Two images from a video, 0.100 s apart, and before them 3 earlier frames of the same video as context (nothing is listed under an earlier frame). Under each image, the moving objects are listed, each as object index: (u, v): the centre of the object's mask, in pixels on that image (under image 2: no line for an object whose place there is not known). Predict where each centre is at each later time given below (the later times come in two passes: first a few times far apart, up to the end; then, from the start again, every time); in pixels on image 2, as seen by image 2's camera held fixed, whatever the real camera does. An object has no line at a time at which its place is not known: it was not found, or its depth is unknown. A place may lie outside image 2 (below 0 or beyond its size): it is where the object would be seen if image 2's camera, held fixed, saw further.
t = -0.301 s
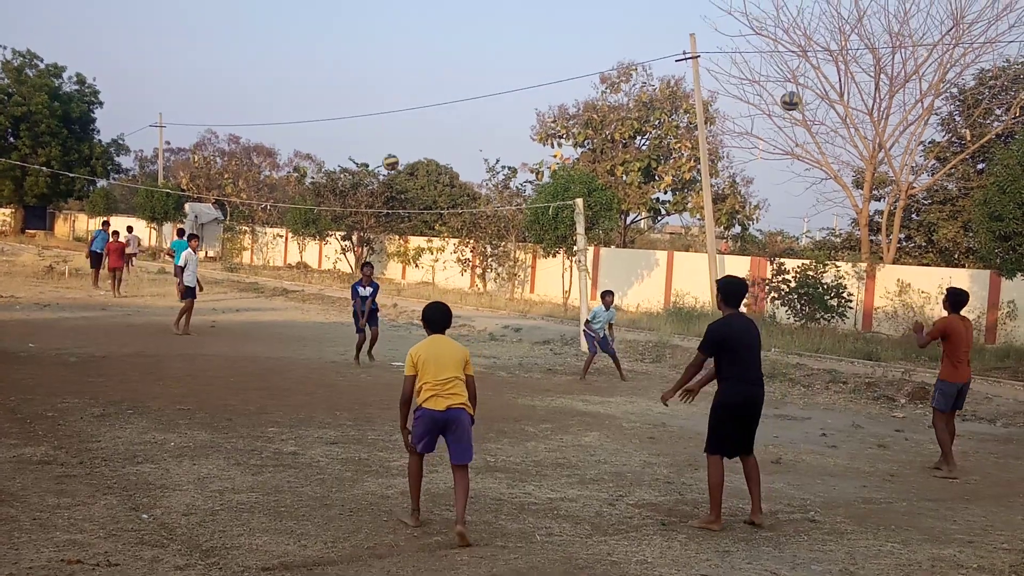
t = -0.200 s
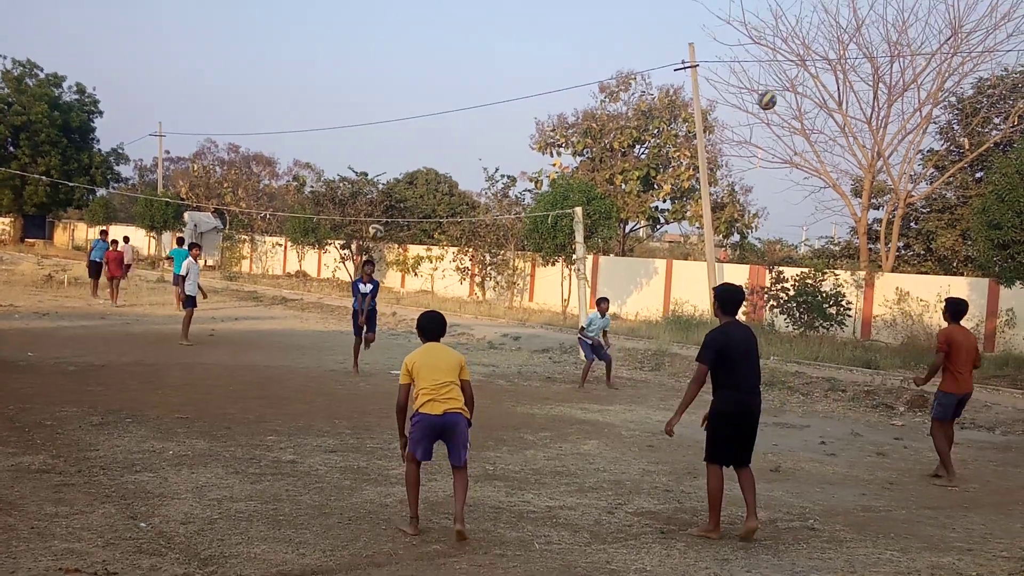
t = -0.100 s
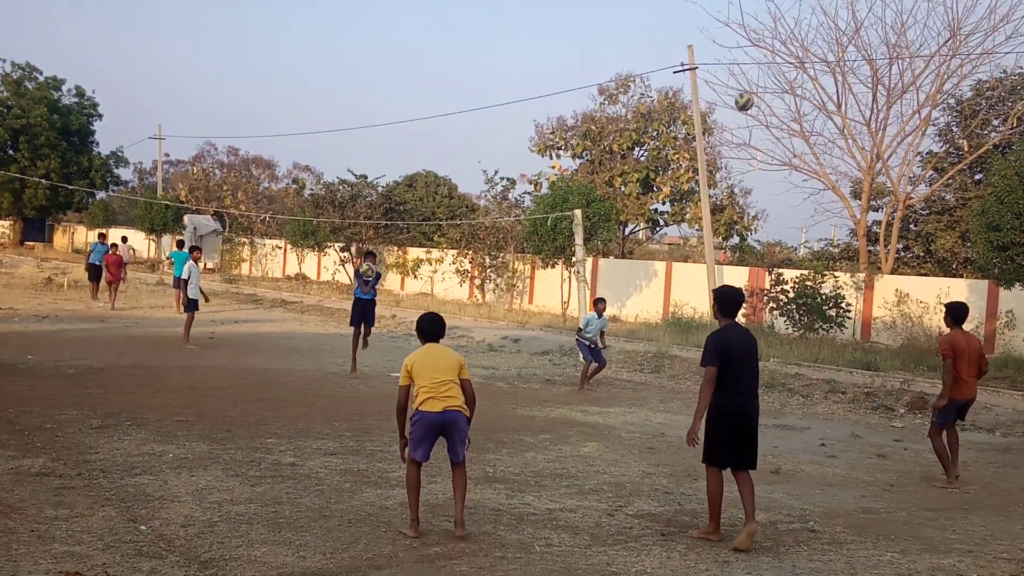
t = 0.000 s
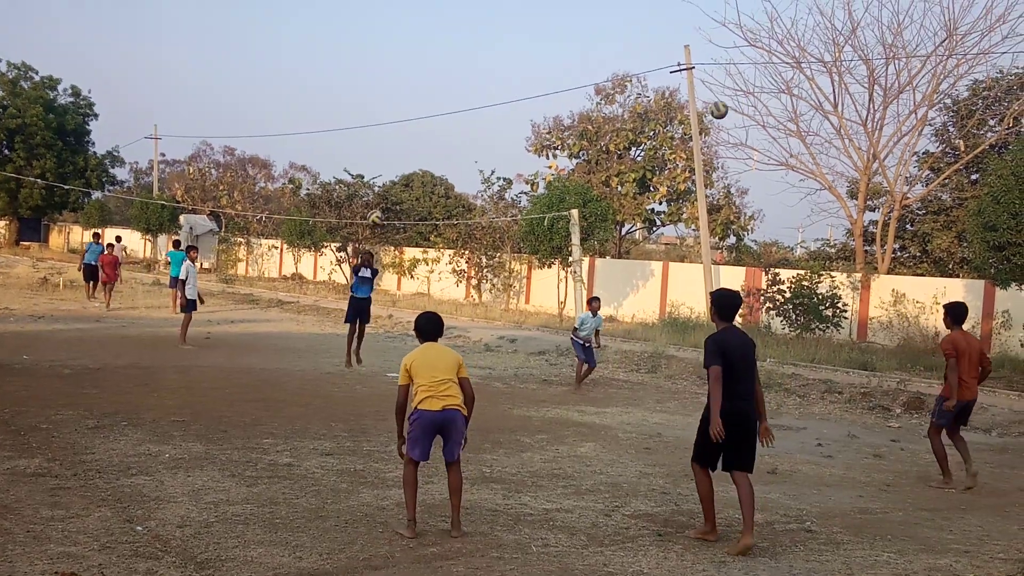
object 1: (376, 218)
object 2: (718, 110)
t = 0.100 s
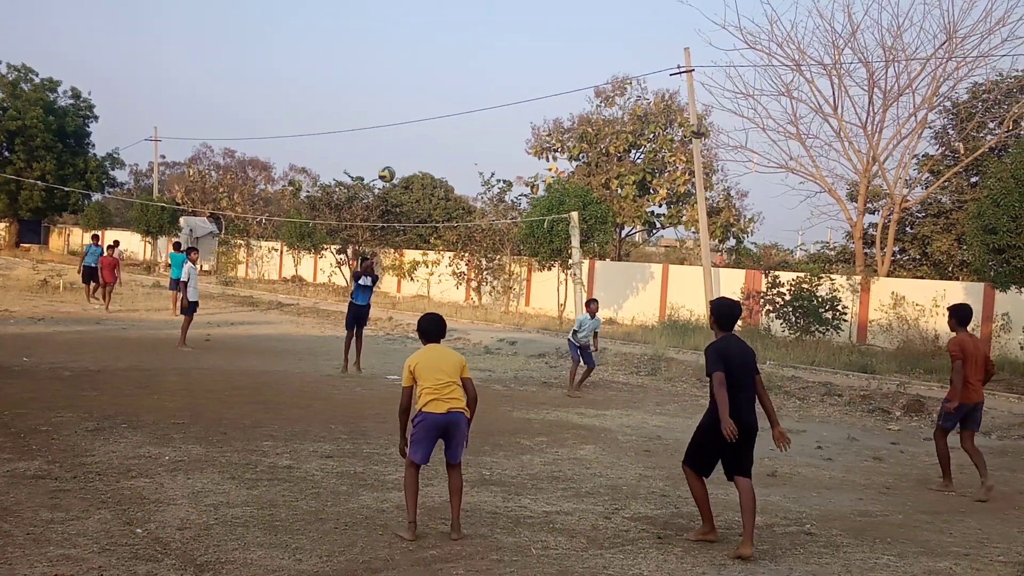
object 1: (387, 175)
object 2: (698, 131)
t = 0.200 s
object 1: (398, 135)
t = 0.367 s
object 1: (417, 82)
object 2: (648, 208)
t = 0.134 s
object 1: (390, 160)
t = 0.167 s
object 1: (395, 147)
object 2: (685, 145)
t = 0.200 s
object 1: (398, 135)
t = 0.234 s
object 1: (402, 122)
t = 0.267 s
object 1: (406, 111)
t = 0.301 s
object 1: (410, 101)
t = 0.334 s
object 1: (413, 91)
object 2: (653, 196)
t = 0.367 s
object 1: (417, 82)
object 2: (648, 208)
